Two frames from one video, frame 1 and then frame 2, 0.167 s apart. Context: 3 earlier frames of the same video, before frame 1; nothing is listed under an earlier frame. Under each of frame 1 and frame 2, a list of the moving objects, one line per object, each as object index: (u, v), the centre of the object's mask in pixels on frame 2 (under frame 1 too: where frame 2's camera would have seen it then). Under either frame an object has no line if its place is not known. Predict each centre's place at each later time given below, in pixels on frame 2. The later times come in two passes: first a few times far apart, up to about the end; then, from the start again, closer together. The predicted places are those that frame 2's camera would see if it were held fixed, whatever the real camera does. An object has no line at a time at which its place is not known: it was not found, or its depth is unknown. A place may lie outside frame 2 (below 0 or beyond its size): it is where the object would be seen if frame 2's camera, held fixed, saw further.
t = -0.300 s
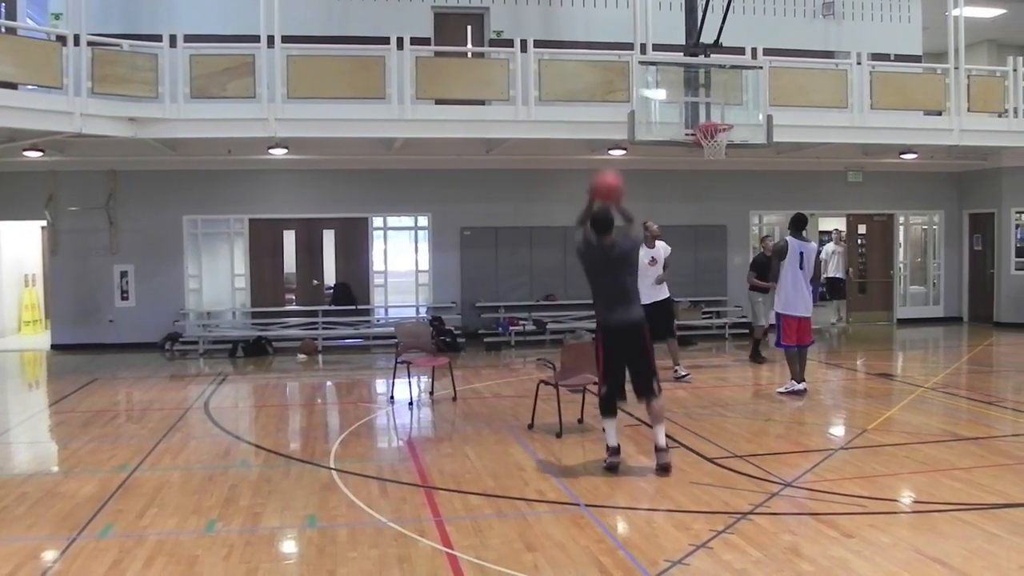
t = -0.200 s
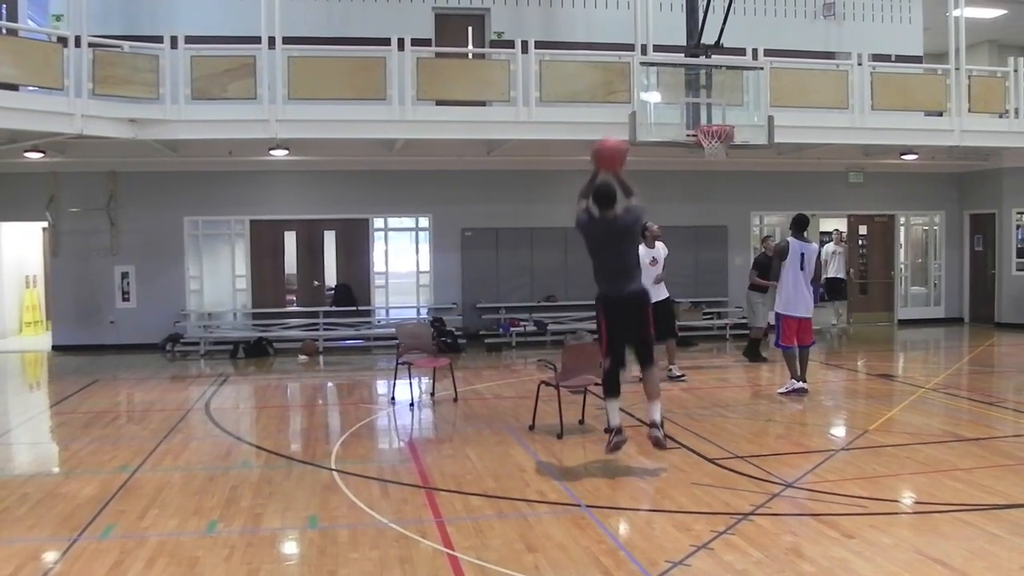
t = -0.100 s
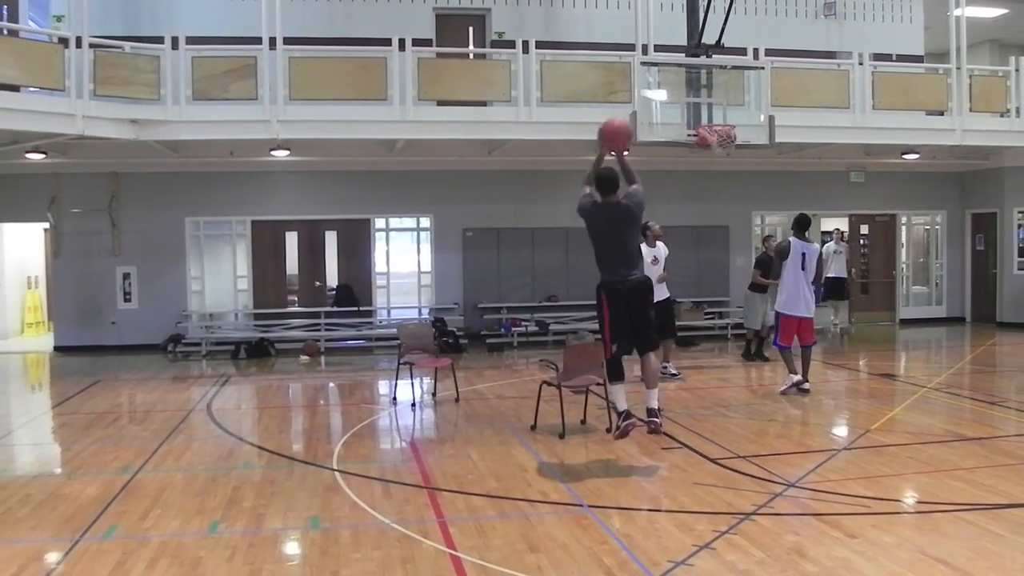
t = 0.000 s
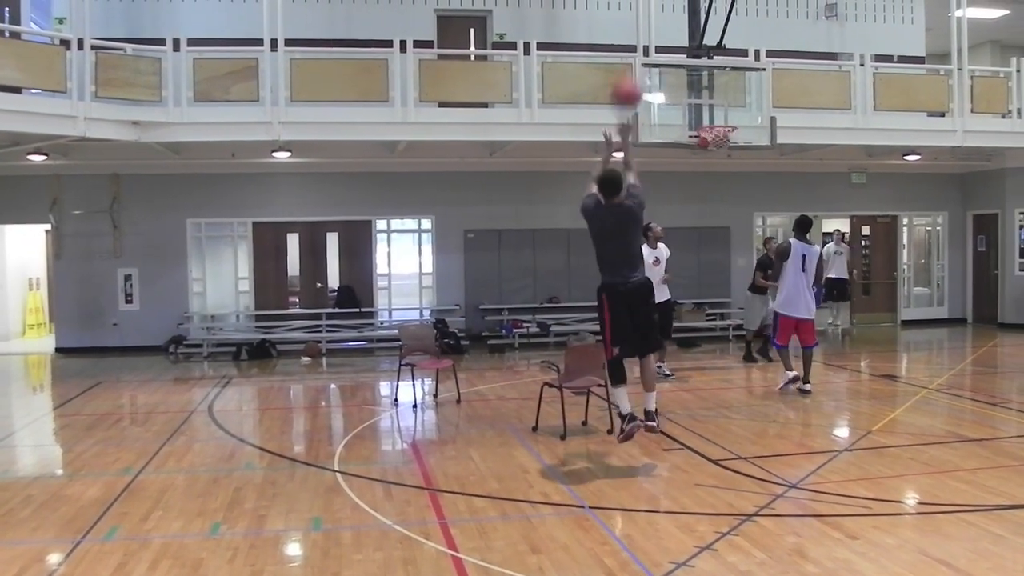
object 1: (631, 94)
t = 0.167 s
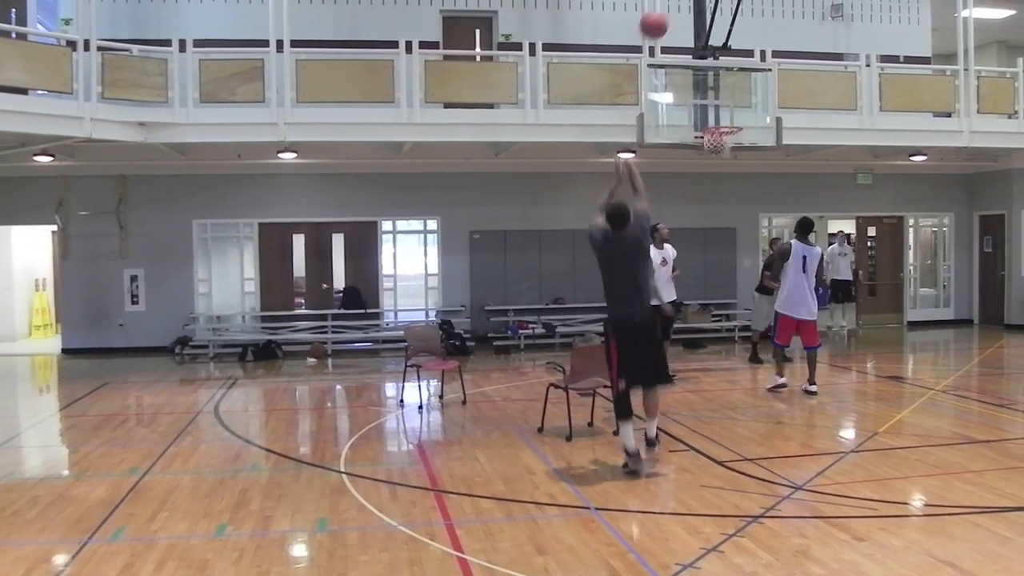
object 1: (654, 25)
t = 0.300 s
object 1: (669, 6)
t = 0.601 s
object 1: (697, 12)
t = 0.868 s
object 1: (717, 83)
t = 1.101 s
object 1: (720, 162)
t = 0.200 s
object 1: (657, 17)
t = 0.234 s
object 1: (661, 11)
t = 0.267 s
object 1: (665, 8)
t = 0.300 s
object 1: (669, 6)
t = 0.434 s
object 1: (682, 4)
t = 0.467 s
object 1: (685, 5)
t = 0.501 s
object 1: (688, 5)
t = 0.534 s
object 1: (692, 7)
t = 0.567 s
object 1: (694, 9)
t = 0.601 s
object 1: (697, 12)
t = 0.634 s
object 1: (700, 18)
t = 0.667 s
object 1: (702, 26)
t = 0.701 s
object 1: (706, 33)
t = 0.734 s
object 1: (708, 42)
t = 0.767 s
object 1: (710, 51)
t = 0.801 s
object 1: (713, 60)
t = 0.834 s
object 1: (716, 71)
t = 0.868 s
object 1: (717, 83)
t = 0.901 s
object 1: (719, 94)
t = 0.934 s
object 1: (722, 106)
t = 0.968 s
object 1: (726, 119)
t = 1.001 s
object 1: (729, 135)
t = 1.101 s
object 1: (720, 162)
